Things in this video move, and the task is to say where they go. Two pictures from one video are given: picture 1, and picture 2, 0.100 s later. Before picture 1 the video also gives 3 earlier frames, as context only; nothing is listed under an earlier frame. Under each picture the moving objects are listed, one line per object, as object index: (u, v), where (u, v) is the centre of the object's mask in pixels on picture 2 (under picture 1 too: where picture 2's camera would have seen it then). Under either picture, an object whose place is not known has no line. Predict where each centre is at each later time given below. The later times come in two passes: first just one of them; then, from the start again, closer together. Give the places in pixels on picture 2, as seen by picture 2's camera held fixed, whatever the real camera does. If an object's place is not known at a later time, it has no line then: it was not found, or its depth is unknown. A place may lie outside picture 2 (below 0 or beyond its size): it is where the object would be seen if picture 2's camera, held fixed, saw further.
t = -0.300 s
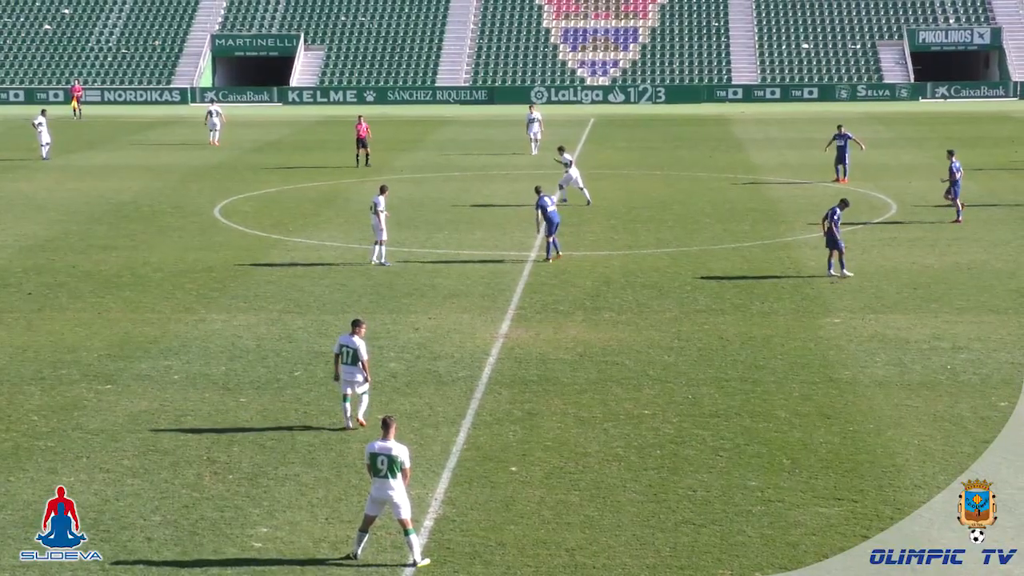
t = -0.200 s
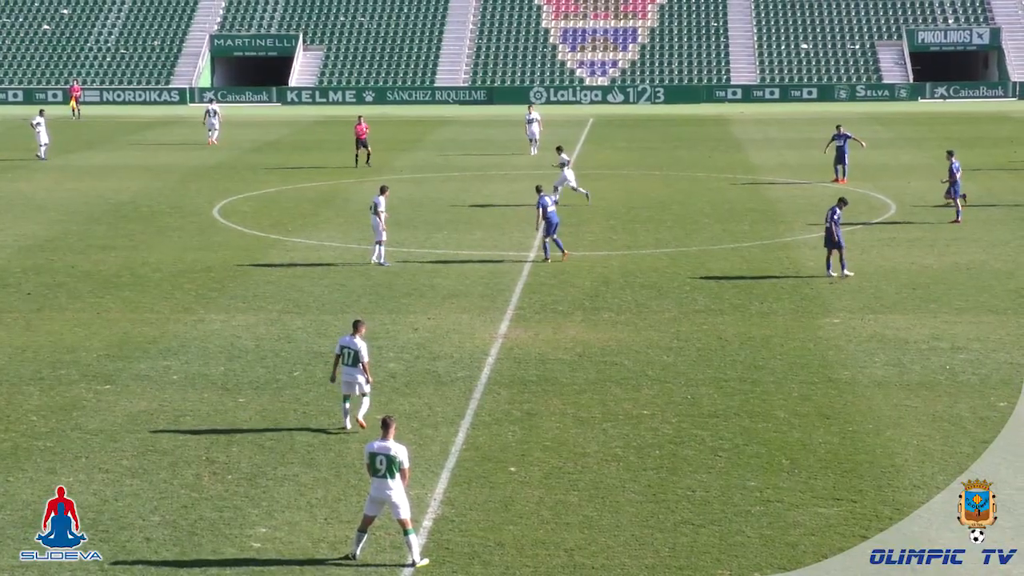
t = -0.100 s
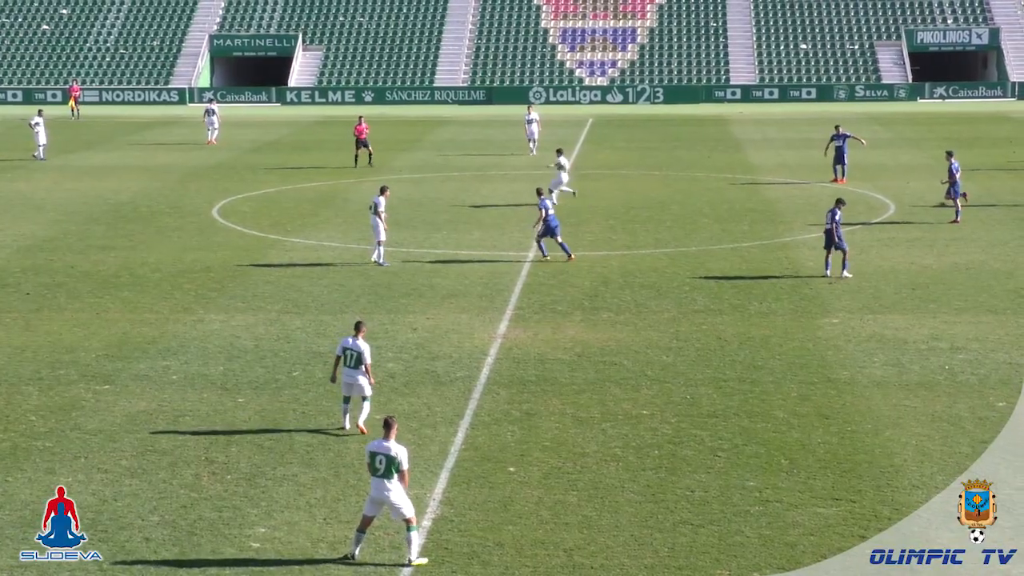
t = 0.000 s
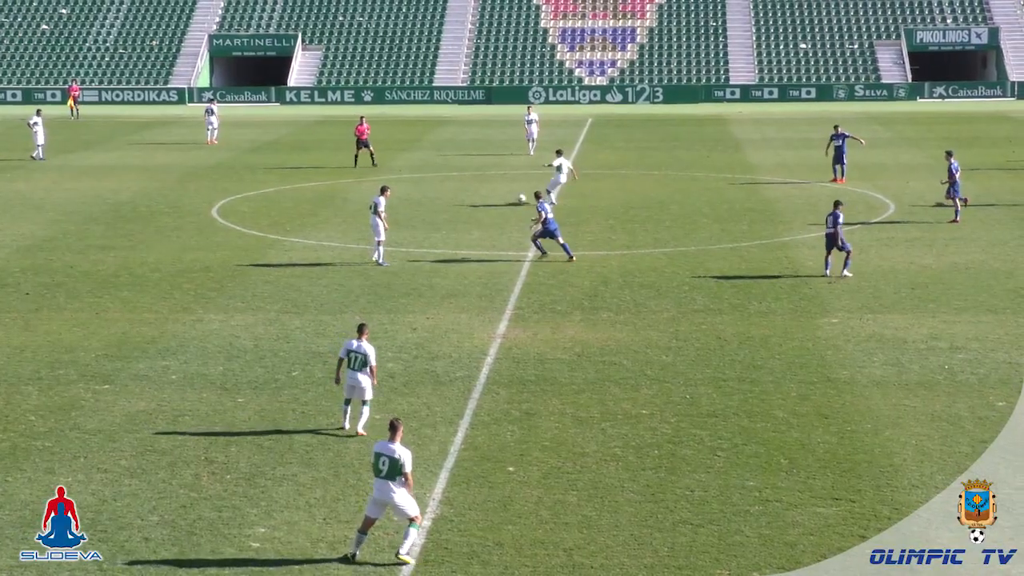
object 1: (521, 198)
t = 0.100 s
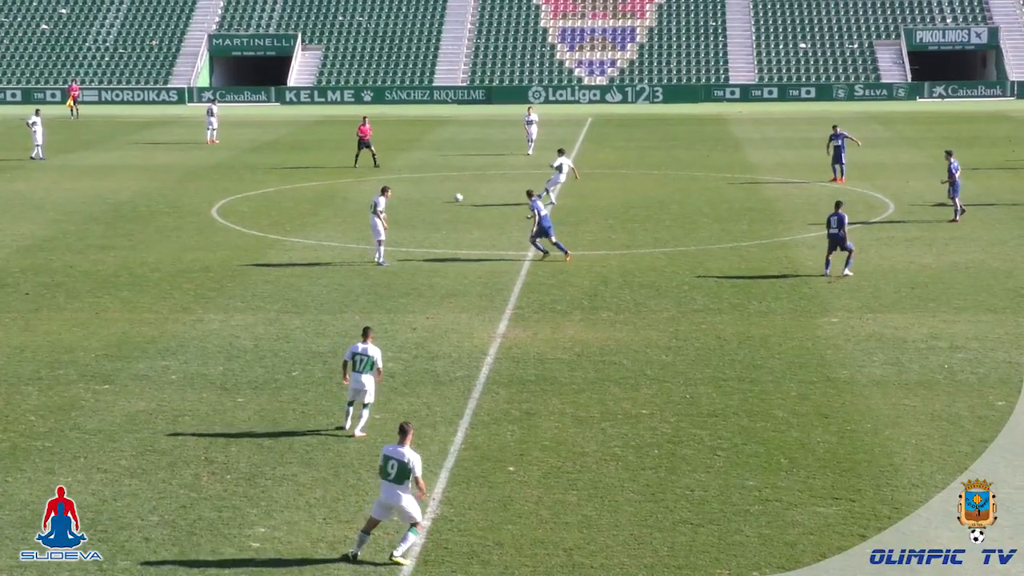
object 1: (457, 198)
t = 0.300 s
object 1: (344, 197)
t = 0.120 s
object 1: (446, 198)
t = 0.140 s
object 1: (433, 198)
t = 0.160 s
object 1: (421, 198)
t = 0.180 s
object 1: (411, 197)
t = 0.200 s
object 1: (400, 197)
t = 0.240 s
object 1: (378, 195)
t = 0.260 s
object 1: (366, 196)
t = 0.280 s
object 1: (354, 196)
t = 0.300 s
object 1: (344, 197)
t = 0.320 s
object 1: (333, 197)
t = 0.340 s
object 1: (322, 197)
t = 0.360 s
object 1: (313, 197)
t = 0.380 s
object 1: (303, 197)
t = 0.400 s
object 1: (294, 196)
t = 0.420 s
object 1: (284, 196)
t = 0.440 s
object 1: (282, 196)
